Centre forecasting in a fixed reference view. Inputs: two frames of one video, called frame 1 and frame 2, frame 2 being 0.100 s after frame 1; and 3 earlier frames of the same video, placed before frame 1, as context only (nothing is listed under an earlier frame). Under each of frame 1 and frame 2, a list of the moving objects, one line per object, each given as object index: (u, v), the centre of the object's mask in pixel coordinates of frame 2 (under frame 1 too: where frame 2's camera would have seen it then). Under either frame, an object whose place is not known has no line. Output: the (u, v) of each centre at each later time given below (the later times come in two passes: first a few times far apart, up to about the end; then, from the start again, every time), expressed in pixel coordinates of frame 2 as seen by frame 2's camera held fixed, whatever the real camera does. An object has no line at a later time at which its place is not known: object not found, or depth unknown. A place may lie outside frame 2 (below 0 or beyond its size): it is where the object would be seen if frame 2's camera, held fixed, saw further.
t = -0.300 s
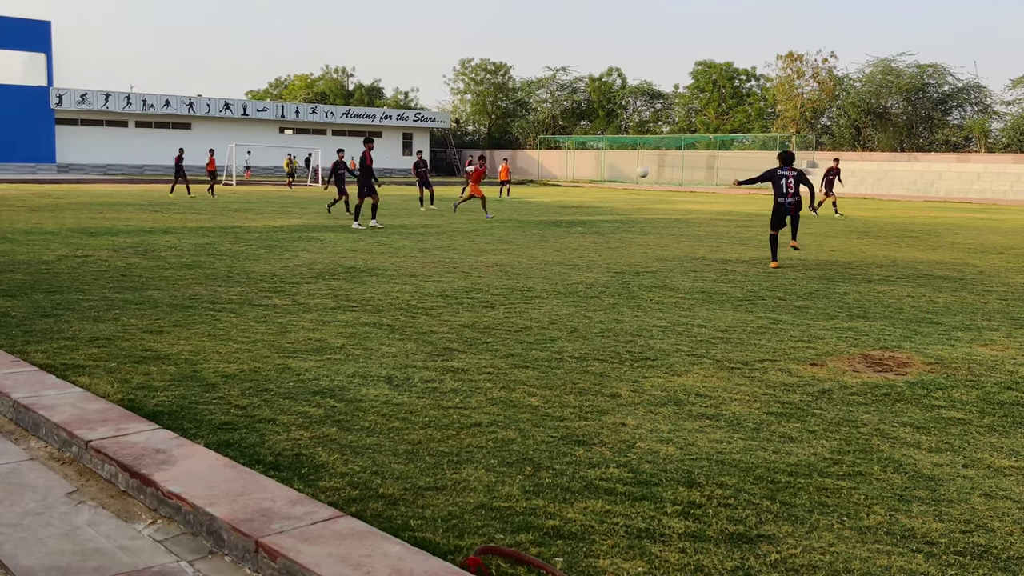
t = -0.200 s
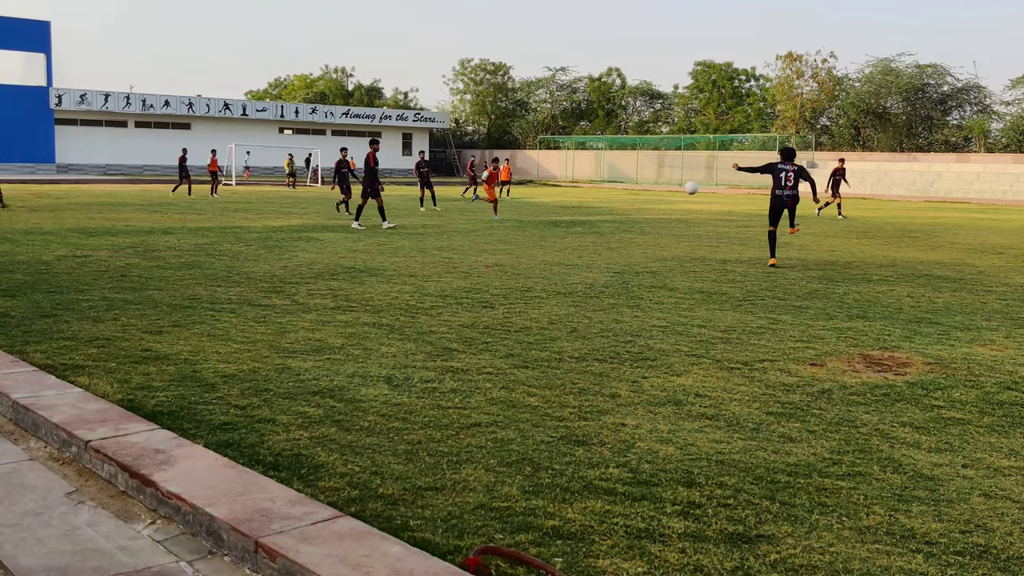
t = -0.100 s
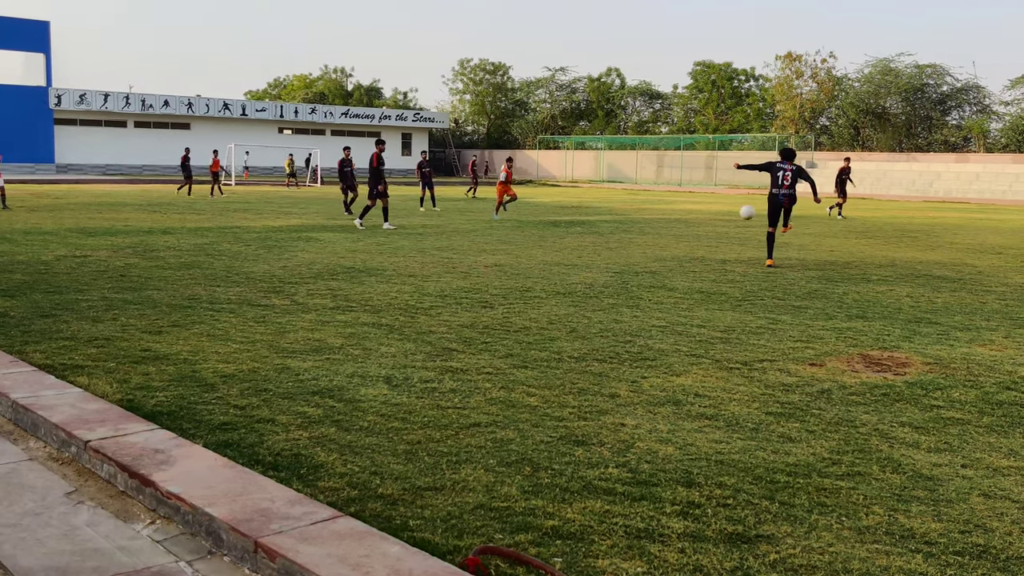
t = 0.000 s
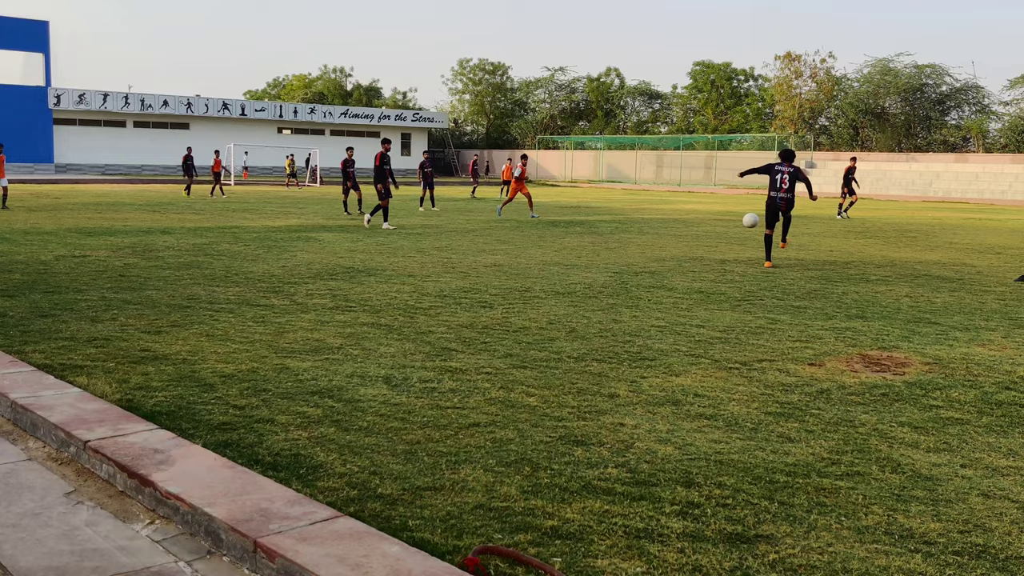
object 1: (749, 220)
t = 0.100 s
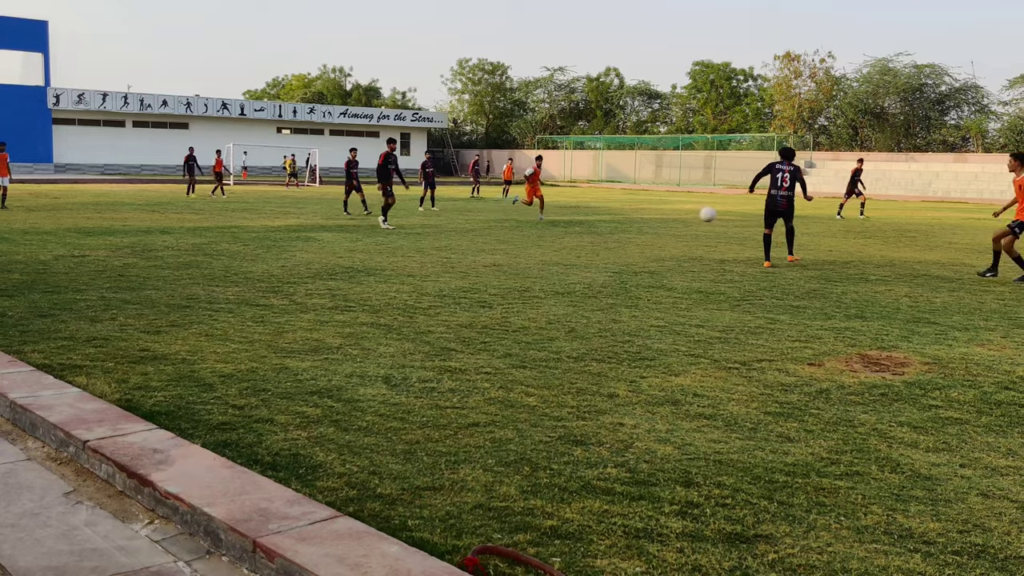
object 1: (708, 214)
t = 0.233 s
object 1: (650, 216)
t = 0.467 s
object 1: (548, 247)
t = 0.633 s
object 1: (503, 239)
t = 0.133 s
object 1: (693, 213)
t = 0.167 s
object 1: (679, 213)
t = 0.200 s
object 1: (665, 214)
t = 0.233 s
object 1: (650, 216)
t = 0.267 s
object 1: (636, 218)
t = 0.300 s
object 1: (621, 221)
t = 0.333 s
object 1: (606, 225)
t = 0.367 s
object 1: (592, 230)
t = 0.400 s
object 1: (578, 235)
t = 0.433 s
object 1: (563, 241)
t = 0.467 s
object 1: (548, 247)
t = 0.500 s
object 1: (534, 255)
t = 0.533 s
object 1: (525, 251)
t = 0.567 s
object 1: (518, 246)
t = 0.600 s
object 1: (511, 243)
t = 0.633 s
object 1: (503, 239)
